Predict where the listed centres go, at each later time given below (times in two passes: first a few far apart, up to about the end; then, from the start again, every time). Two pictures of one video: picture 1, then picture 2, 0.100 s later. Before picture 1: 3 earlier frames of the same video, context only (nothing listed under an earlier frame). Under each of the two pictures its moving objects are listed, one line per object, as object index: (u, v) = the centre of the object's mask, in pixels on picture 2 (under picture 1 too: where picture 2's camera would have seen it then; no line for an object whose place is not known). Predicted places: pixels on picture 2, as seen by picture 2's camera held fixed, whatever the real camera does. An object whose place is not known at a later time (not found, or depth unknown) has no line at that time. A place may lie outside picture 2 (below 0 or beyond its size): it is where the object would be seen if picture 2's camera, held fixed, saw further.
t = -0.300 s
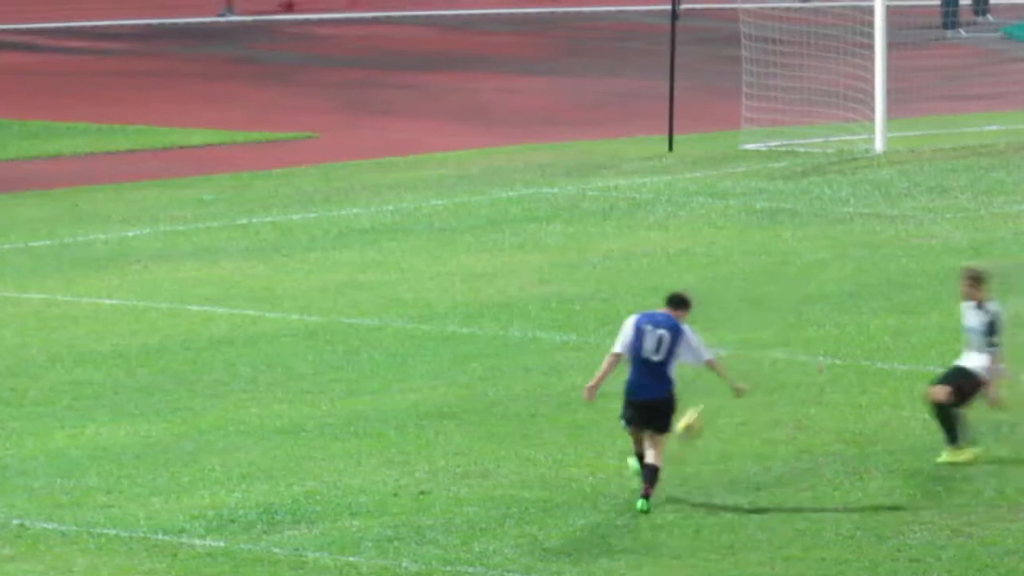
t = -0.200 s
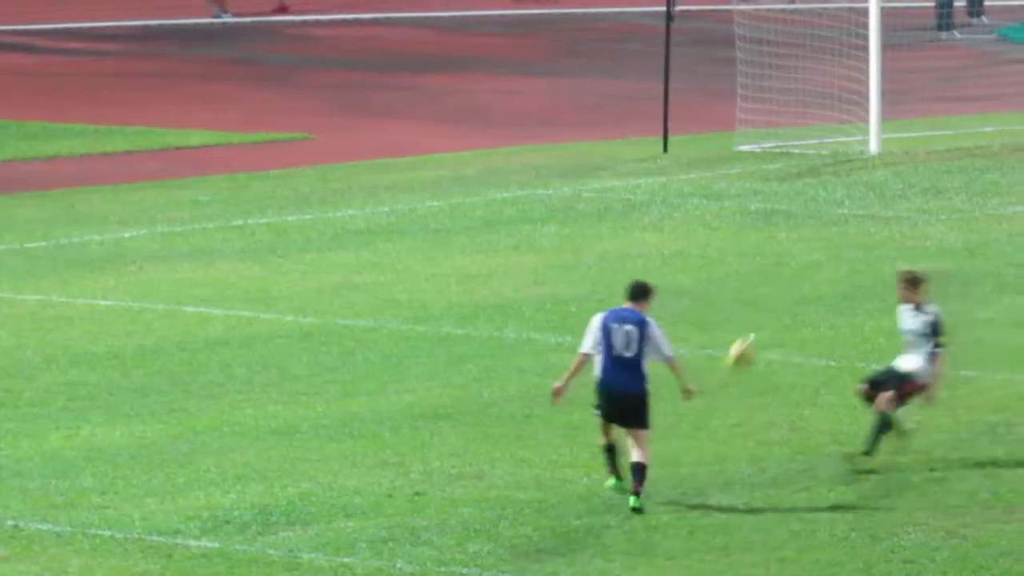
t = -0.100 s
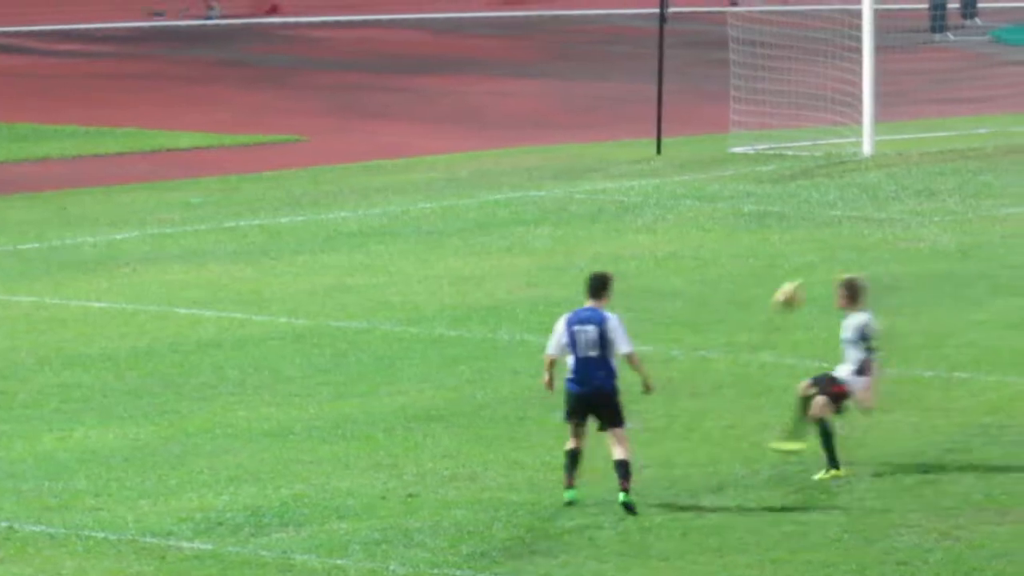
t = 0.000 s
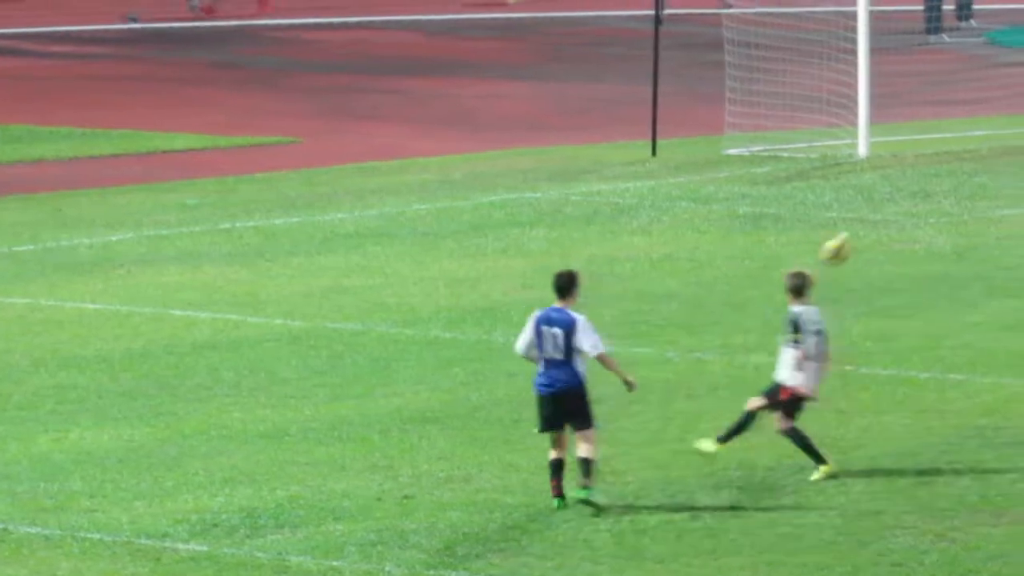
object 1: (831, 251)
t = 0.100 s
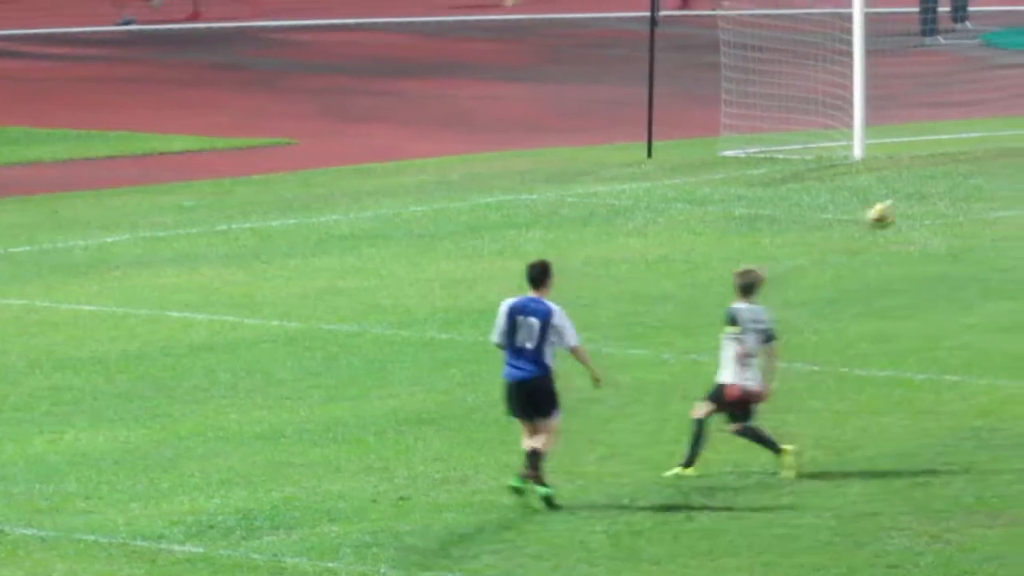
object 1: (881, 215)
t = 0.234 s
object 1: (943, 183)
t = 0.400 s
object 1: (1020, 170)
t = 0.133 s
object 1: (897, 205)
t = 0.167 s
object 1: (912, 197)
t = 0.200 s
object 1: (928, 190)
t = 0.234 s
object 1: (943, 183)
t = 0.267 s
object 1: (958, 179)
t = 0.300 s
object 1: (973, 175)
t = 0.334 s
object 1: (989, 173)
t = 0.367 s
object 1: (1005, 171)
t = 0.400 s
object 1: (1020, 170)
